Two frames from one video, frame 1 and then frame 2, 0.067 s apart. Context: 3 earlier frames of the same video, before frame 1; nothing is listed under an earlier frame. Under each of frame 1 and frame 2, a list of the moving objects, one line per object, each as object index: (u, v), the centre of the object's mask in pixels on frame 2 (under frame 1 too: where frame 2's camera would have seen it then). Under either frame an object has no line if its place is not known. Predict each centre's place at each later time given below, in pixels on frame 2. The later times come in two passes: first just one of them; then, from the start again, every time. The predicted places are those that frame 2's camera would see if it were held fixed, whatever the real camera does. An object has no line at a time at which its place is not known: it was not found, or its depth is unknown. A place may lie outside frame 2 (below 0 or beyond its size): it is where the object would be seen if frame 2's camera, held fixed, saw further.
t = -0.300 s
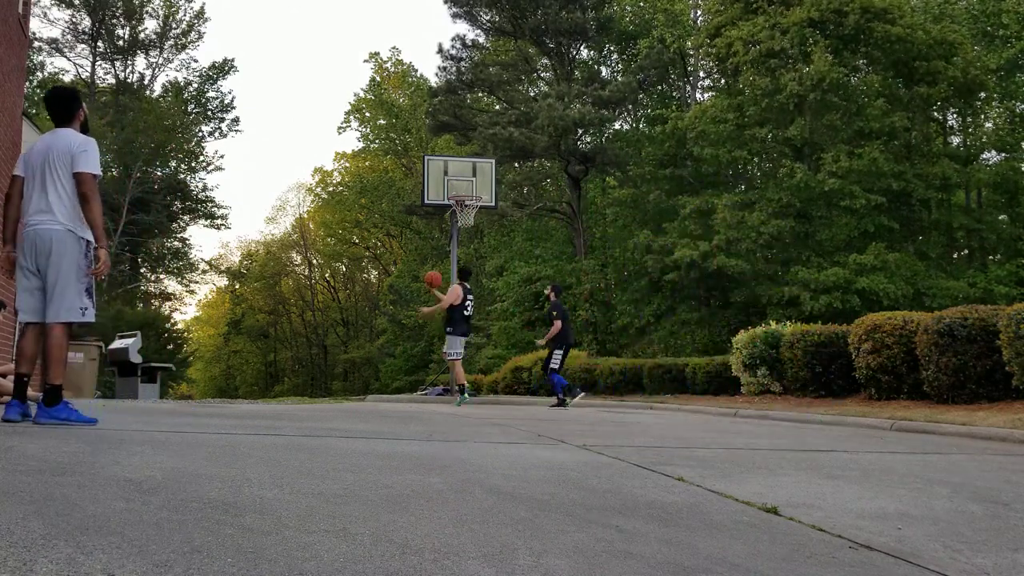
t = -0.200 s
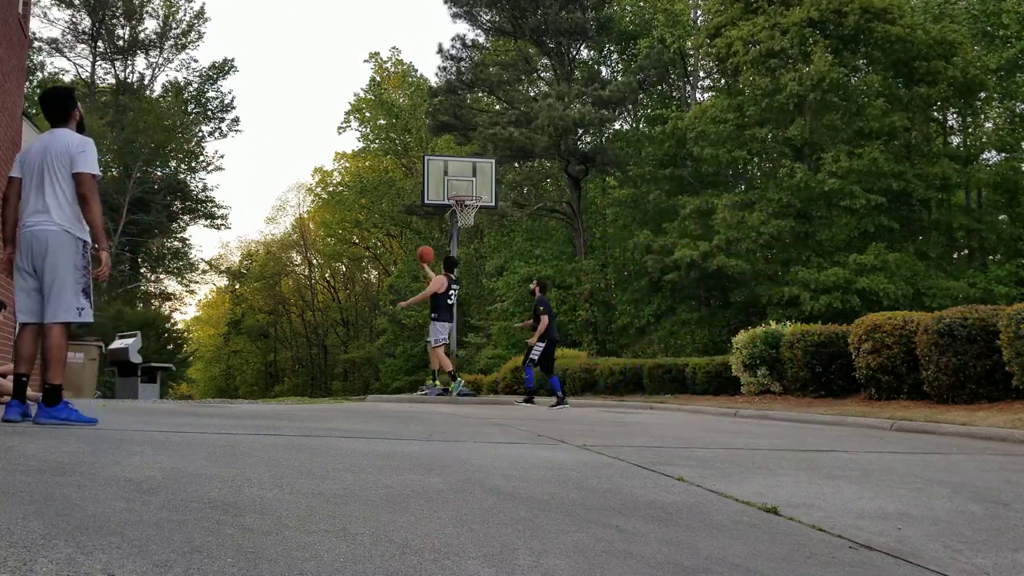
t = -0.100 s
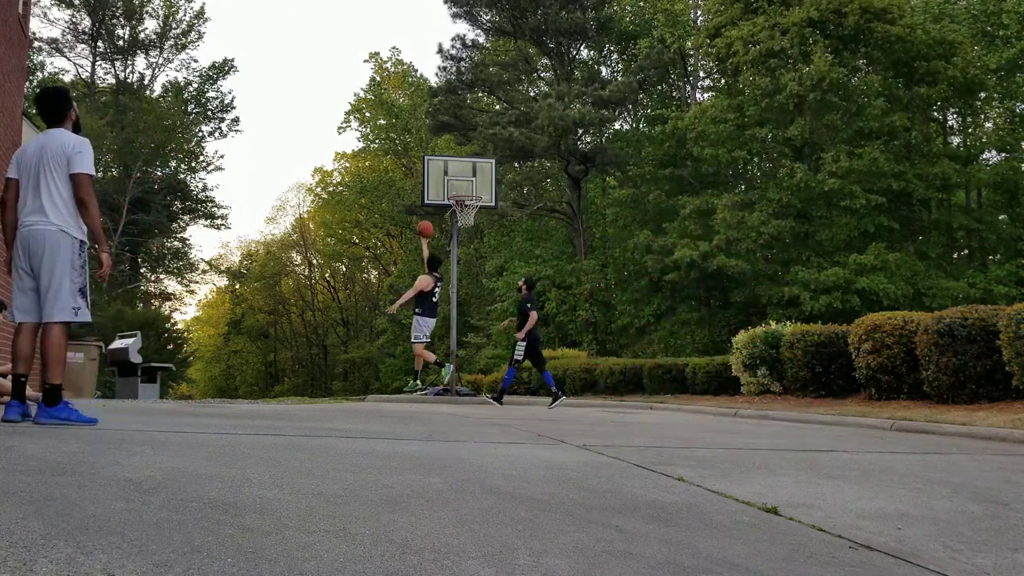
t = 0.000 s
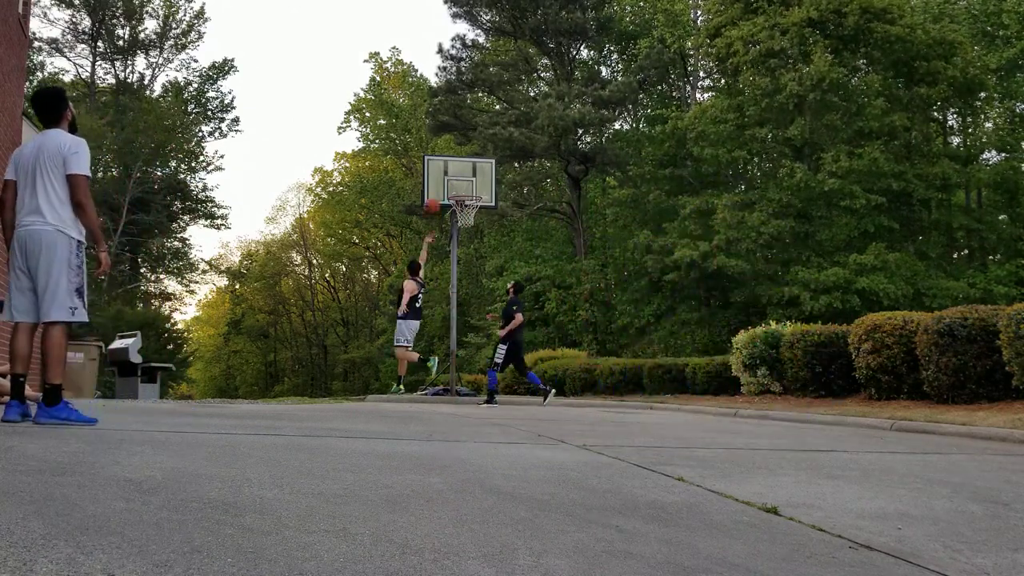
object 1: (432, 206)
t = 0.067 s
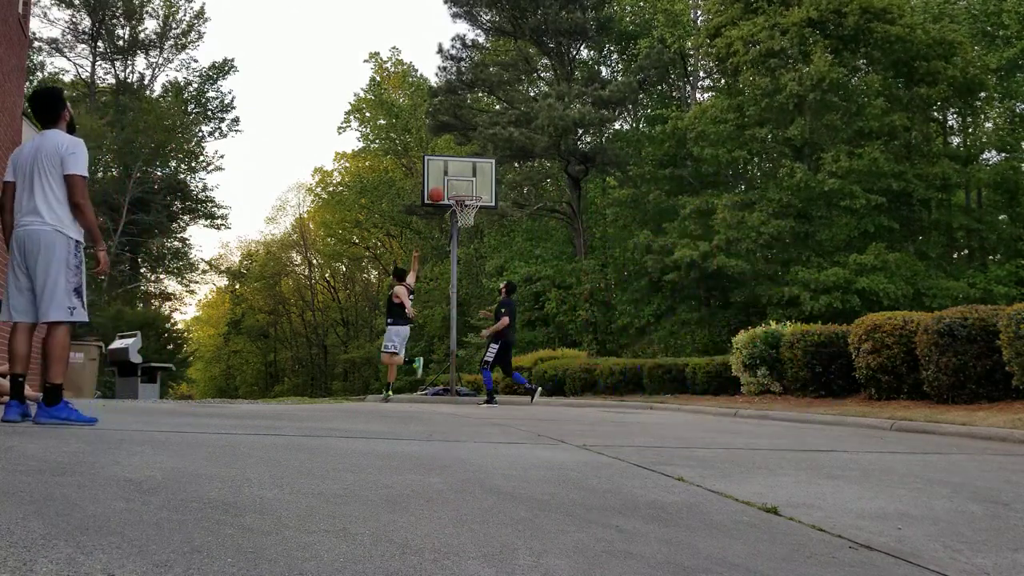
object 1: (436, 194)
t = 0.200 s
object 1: (444, 179)
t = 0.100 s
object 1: (438, 189)
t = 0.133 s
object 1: (440, 186)
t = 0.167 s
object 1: (442, 182)
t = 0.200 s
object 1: (444, 179)
